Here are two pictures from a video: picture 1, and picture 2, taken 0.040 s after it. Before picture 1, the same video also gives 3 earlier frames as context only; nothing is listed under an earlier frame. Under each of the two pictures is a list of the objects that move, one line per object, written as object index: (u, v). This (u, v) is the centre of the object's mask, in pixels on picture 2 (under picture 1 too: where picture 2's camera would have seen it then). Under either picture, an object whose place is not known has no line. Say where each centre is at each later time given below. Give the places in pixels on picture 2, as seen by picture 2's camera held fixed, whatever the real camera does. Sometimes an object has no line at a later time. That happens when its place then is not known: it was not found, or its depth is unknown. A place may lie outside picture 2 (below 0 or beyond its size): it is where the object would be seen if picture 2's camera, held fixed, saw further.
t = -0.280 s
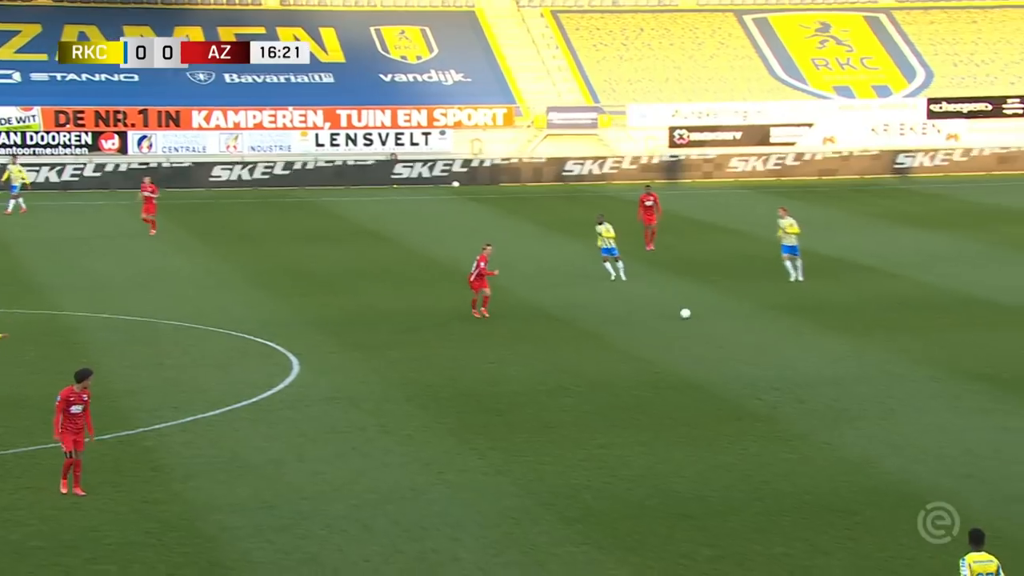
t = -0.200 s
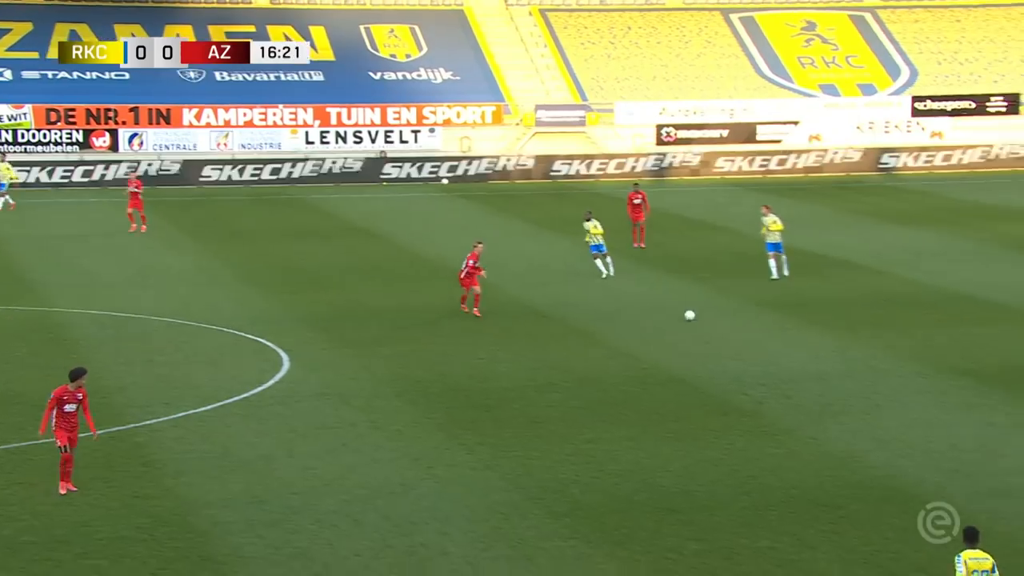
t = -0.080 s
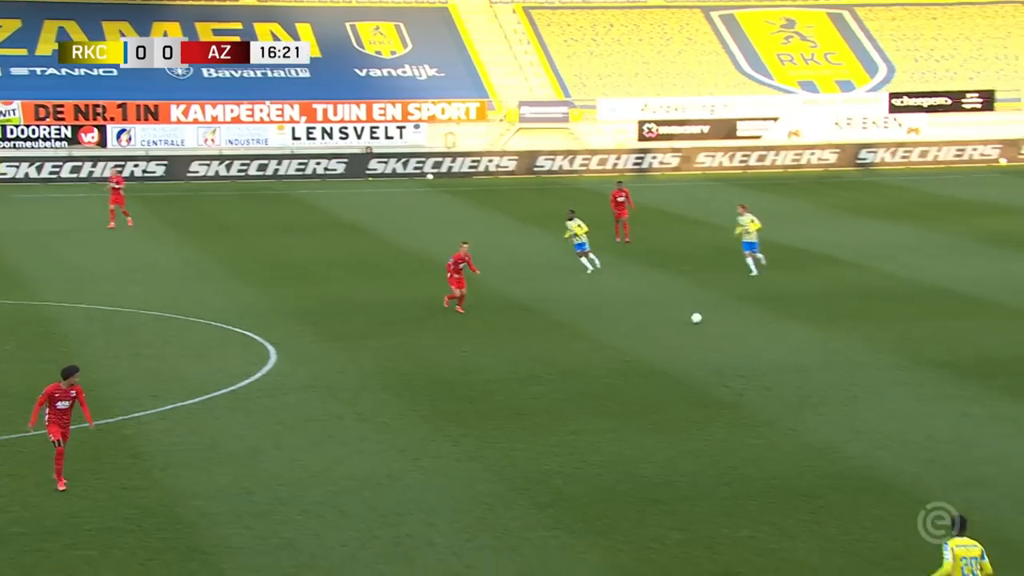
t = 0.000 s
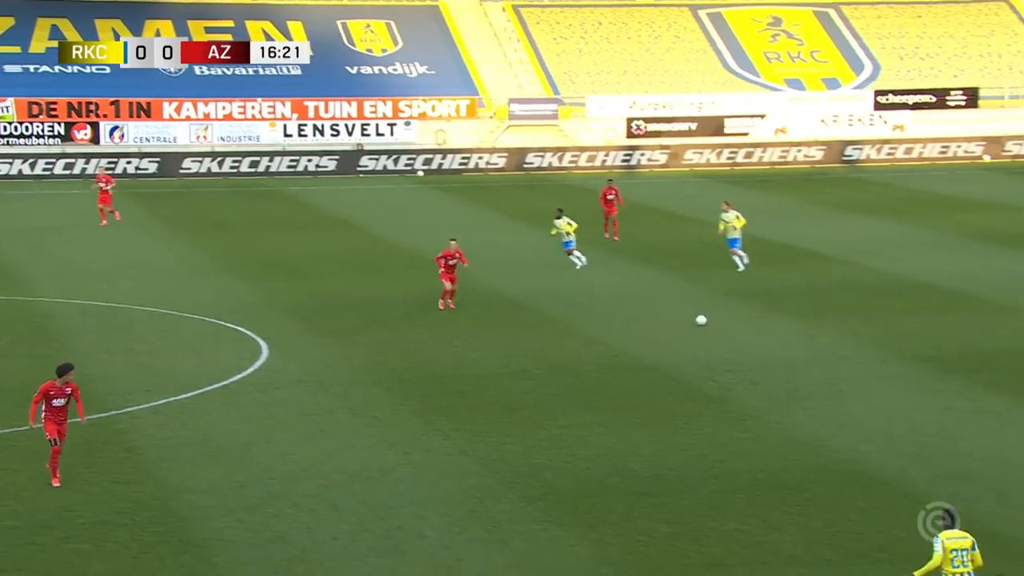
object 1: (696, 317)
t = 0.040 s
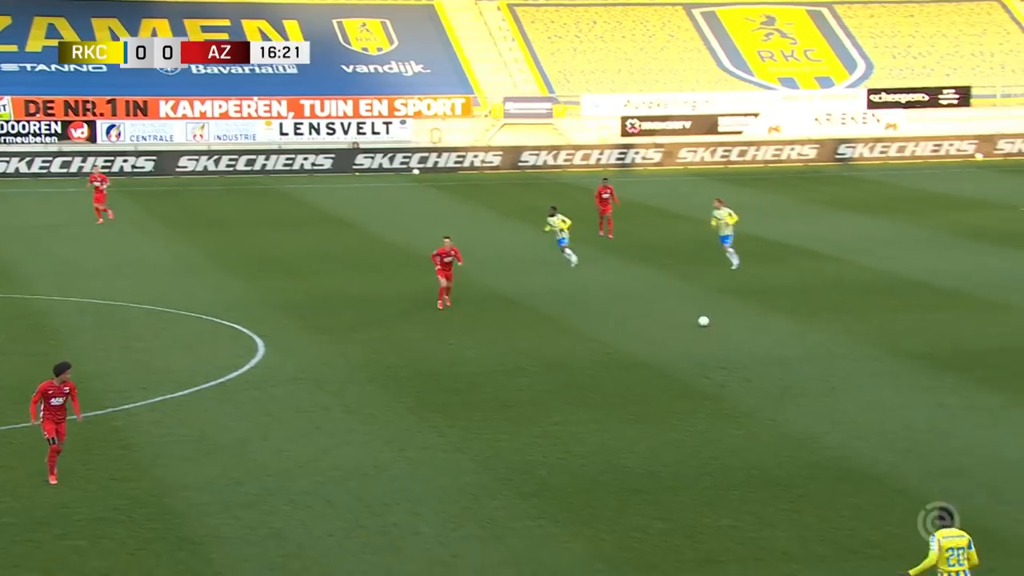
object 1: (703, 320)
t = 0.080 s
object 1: (711, 323)
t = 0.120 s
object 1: (719, 326)
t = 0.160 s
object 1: (726, 328)
